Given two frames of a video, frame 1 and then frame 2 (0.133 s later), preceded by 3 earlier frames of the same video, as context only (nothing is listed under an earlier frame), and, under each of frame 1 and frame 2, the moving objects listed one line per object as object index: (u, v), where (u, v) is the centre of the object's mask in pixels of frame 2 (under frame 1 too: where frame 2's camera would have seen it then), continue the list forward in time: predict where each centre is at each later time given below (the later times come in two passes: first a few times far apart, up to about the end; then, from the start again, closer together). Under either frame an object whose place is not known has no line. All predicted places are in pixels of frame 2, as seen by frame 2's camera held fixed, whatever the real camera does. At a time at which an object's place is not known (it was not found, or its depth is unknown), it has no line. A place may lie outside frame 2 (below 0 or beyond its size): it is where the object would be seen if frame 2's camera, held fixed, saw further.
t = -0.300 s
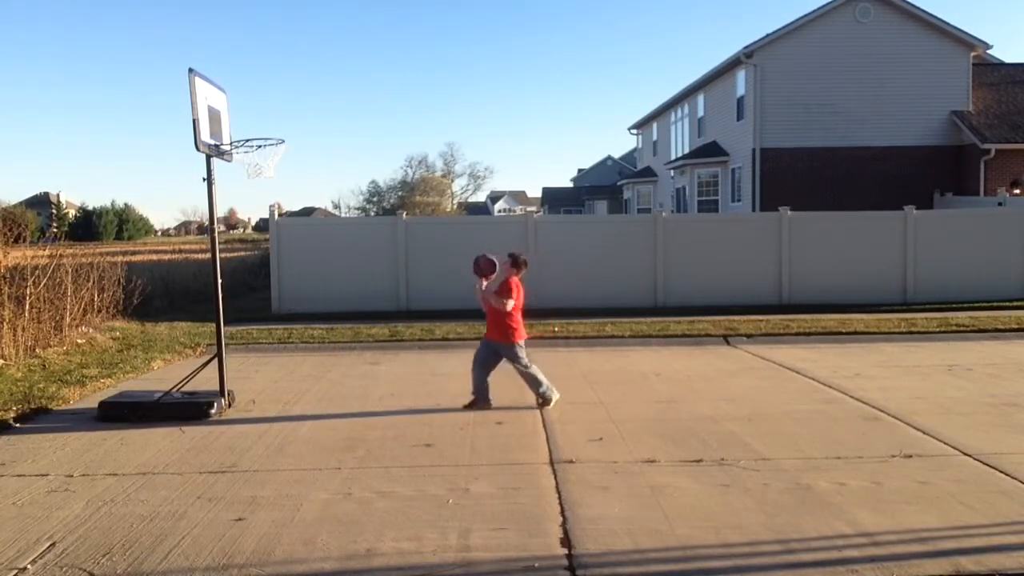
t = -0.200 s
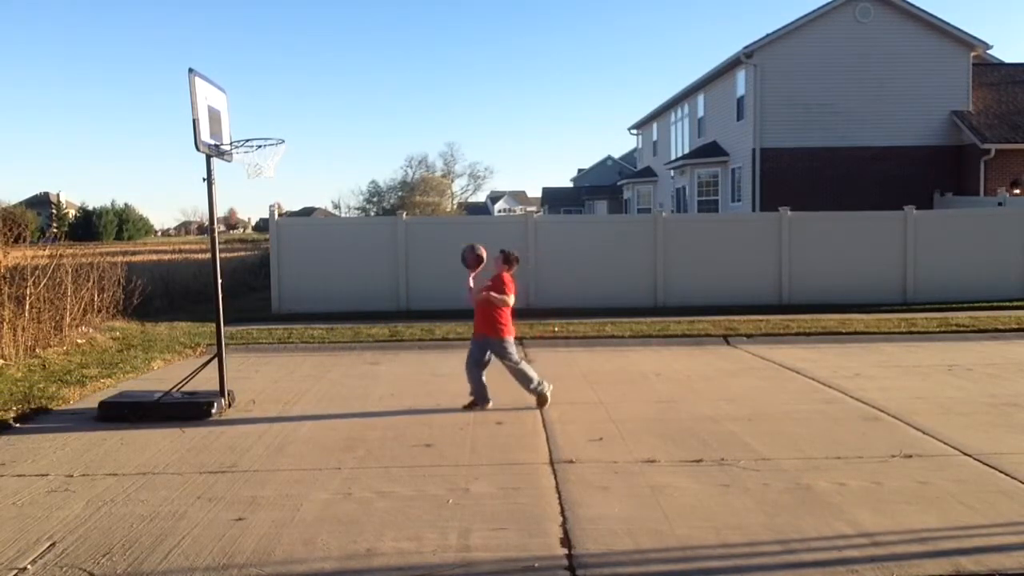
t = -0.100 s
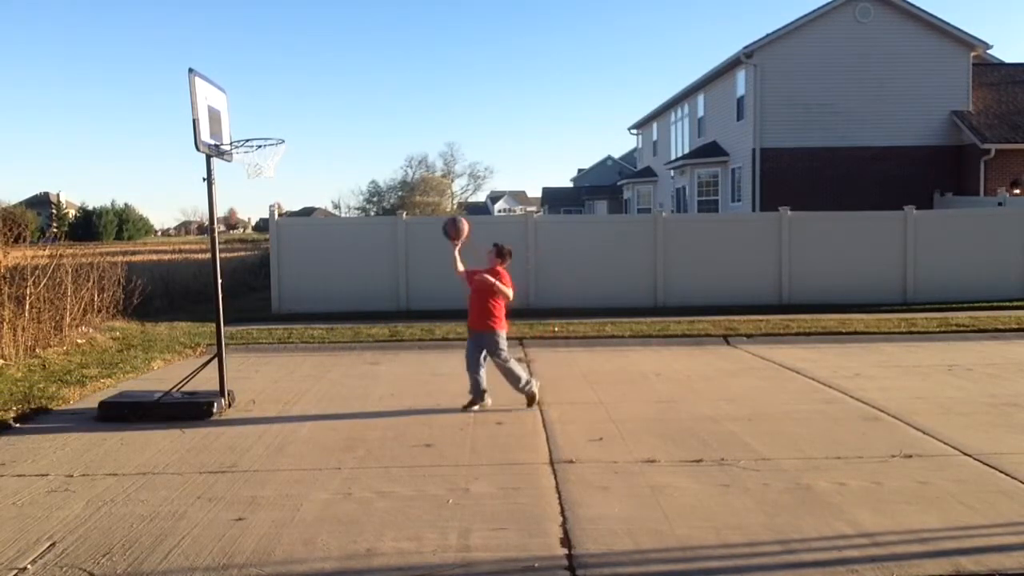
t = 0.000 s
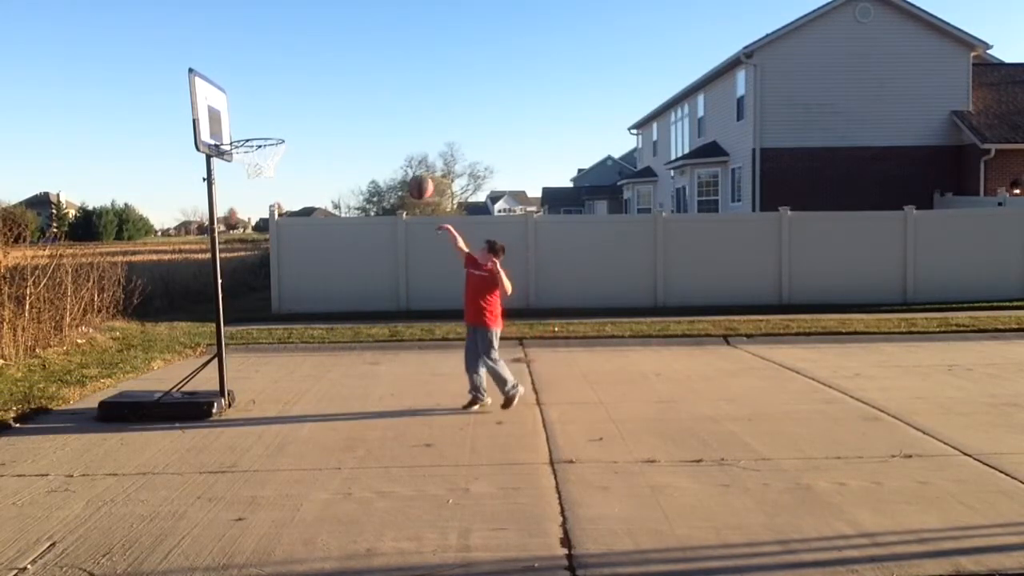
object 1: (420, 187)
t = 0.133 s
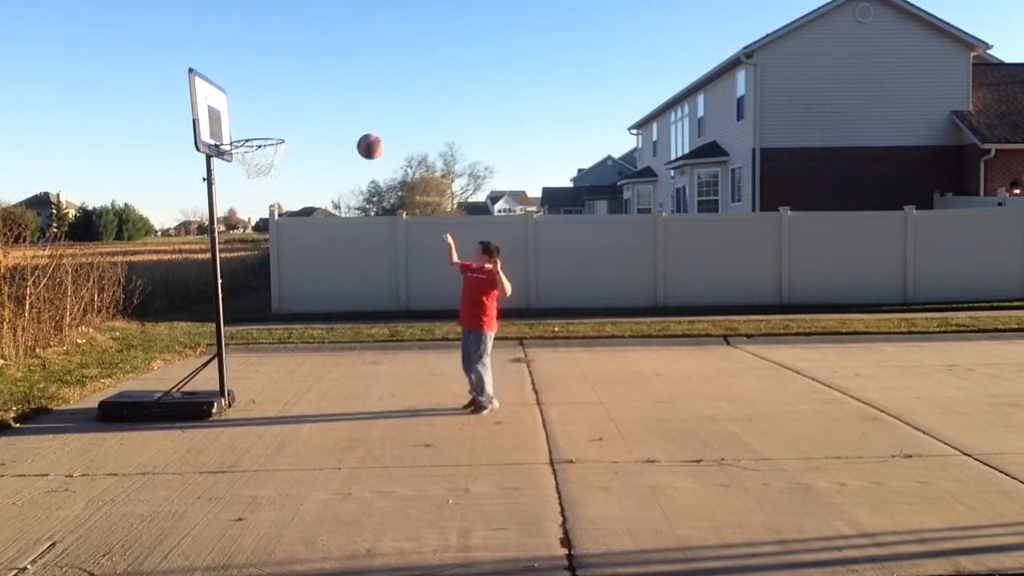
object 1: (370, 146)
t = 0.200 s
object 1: (345, 133)
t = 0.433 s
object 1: (258, 123)
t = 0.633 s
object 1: (233, 113)
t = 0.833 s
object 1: (248, 118)
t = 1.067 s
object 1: (268, 175)
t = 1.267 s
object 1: (282, 259)
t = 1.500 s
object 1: (298, 391)
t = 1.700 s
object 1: (291, 309)
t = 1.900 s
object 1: (281, 267)
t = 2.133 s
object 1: (274, 268)
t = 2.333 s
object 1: (270, 313)
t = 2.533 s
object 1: (266, 390)
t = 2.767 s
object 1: (260, 328)
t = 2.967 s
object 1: (255, 316)
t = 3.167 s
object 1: (252, 344)
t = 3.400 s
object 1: (249, 369)
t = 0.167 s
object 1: (358, 139)
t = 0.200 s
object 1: (345, 133)
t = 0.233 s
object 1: (333, 128)
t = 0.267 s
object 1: (320, 124)
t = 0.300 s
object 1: (308, 122)
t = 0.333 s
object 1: (295, 120)
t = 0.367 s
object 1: (283, 120)
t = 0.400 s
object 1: (271, 121)
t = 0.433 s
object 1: (258, 123)
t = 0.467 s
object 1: (246, 127)
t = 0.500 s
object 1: (234, 131)
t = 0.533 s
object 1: (228, 127)
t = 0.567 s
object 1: (229, 121)
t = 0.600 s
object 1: (231, 117)
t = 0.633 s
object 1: (233, 113)
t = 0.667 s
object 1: (235, 111)
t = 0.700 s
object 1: (238, 110)
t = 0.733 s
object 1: (241, 110)
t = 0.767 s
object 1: (243, 111)
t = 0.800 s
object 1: (246, 114)
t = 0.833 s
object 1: (248, 118)
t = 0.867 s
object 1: (251, 122)
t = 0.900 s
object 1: (254, 128)
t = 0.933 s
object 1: (256, 135)
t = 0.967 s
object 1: (260, 144)
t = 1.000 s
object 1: (262, 154)
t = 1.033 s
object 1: (265, 165)
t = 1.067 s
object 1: (268, 175)
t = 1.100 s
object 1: (270, 186)
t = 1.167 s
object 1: (274, 213)
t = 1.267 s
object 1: (282, 259)
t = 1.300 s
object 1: (285, 277)
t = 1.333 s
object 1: (288, 296)
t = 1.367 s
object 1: (292, 315)
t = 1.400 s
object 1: (293, 338)
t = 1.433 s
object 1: (295, 359)
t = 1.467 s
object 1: (297, 383)
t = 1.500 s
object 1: (298, 391)
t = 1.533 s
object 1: (296, 375)
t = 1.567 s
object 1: (294, 359)
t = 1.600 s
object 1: (293, 345)
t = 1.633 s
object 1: (292, 332)
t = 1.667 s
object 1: (292, 321)
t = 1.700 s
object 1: (291, 309)
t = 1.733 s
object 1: (288, 300)
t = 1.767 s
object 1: (286, 291)
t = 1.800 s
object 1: (285, 283)
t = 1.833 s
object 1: (284, 277)
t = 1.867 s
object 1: (282, 271)
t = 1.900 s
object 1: (281, 267)
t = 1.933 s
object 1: (280, 264)
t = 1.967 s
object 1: (279, 262)
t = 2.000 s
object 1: (277, 260)
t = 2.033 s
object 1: (276, 261)
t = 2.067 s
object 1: (276, 262)
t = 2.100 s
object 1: (274, 264)
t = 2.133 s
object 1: (274, 268)
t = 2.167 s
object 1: (273, 273)
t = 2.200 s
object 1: (272, 279)
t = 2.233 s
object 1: (271, 286)
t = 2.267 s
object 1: (270, 293)
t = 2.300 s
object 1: (270, 303)
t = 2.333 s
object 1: (270, 313)
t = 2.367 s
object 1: (268, 324)
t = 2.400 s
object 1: (268, 337)
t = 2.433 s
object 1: (268, 351)
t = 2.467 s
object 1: (267, 365)
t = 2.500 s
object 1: (267, 381)
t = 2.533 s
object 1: (266, 390)
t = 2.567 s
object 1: (265, 378)
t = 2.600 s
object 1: (263, 367)
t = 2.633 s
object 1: (262, 357)
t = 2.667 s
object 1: (262, 348)
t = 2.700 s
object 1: (261, 341)
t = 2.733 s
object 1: (260, 334)
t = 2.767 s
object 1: (260, 328)
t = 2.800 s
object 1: (259, 324)
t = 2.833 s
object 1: (257, 320)
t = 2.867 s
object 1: (257, 317)
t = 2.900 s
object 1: (256, 316)
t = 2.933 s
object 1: (256, 315)
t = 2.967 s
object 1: (255, 316)
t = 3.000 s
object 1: (254, 318)
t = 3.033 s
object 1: (254, 321)
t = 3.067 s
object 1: (254, 326)
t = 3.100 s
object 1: (253, 331)
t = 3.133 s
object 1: (253, 336)
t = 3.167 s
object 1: (252, 344)
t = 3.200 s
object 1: (252, 352)
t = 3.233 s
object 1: (252, 362)
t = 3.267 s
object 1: (251, 372)
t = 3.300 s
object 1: (251, 384)
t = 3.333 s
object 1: (251, 387)
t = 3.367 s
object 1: (250, 377)
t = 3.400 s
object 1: (249, 369)
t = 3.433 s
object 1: (248, 362)
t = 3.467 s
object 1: (247, 356)
